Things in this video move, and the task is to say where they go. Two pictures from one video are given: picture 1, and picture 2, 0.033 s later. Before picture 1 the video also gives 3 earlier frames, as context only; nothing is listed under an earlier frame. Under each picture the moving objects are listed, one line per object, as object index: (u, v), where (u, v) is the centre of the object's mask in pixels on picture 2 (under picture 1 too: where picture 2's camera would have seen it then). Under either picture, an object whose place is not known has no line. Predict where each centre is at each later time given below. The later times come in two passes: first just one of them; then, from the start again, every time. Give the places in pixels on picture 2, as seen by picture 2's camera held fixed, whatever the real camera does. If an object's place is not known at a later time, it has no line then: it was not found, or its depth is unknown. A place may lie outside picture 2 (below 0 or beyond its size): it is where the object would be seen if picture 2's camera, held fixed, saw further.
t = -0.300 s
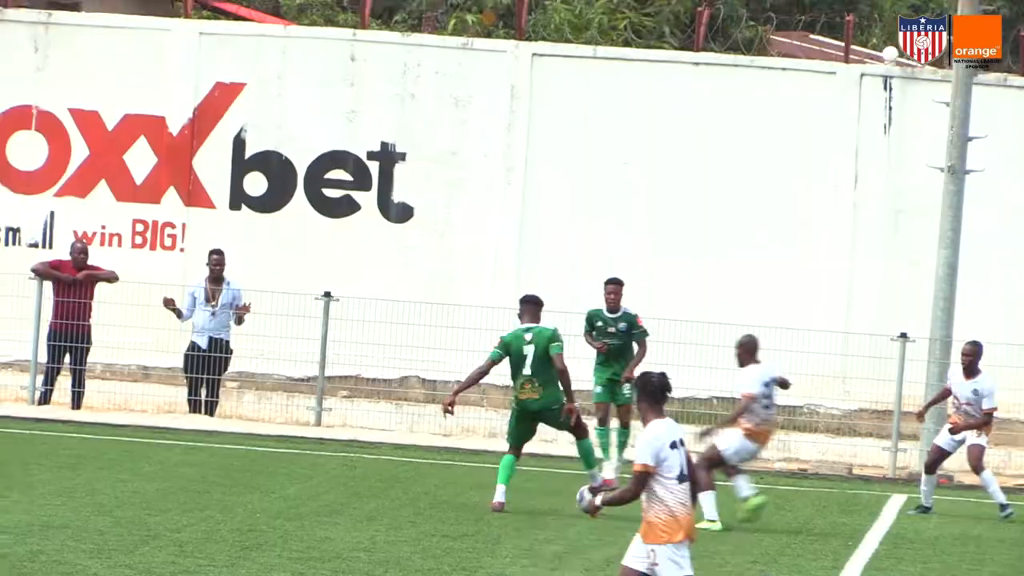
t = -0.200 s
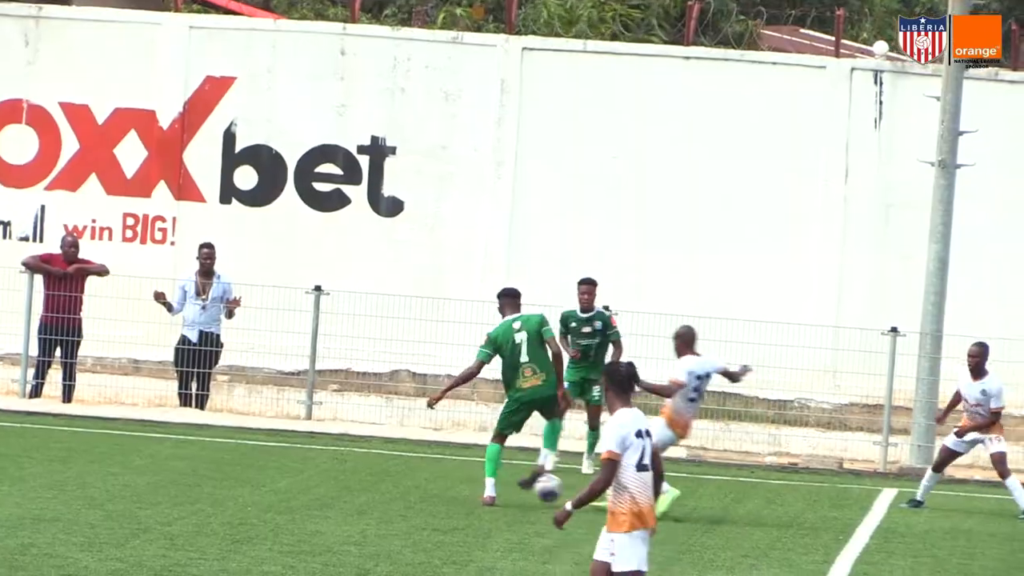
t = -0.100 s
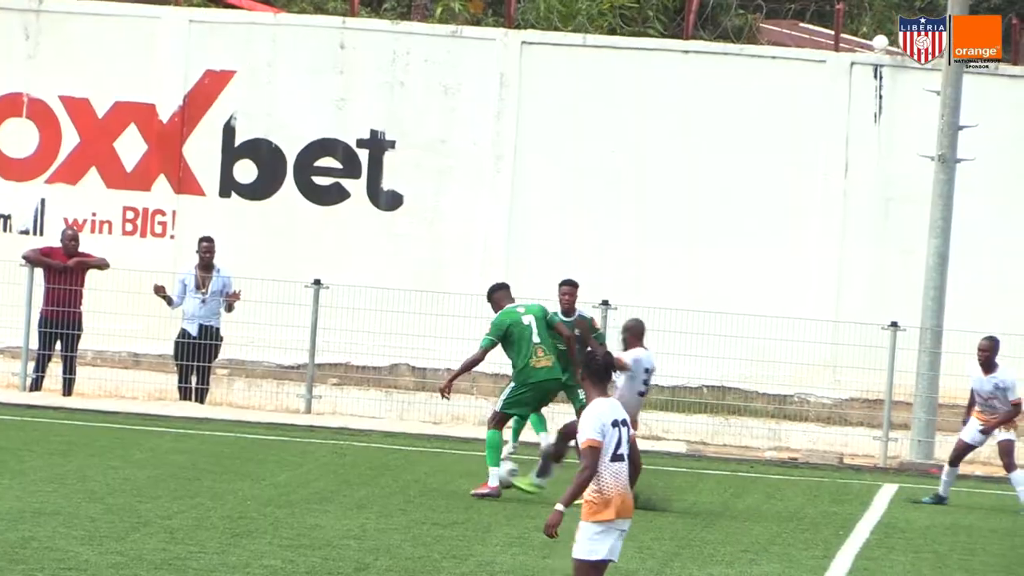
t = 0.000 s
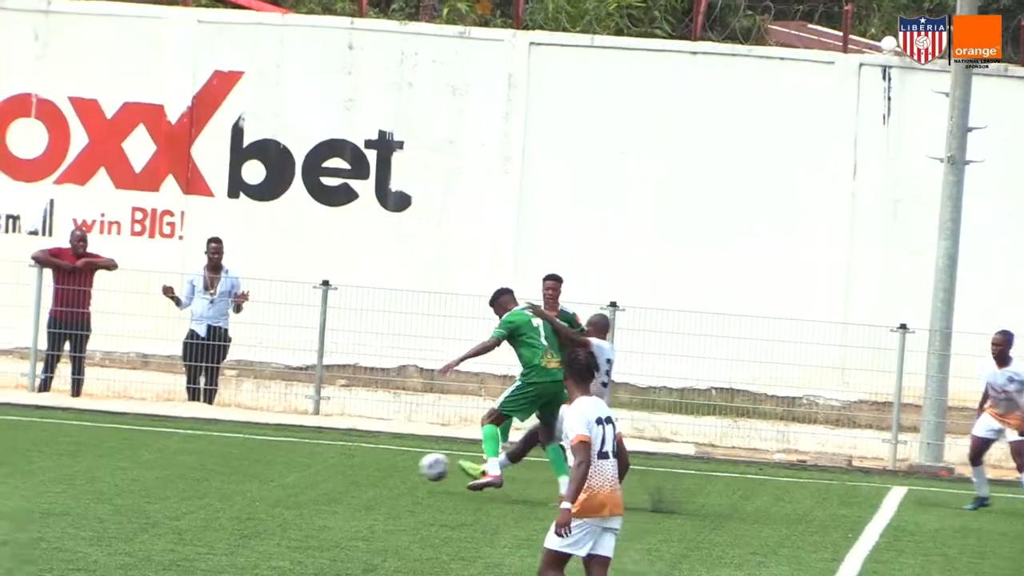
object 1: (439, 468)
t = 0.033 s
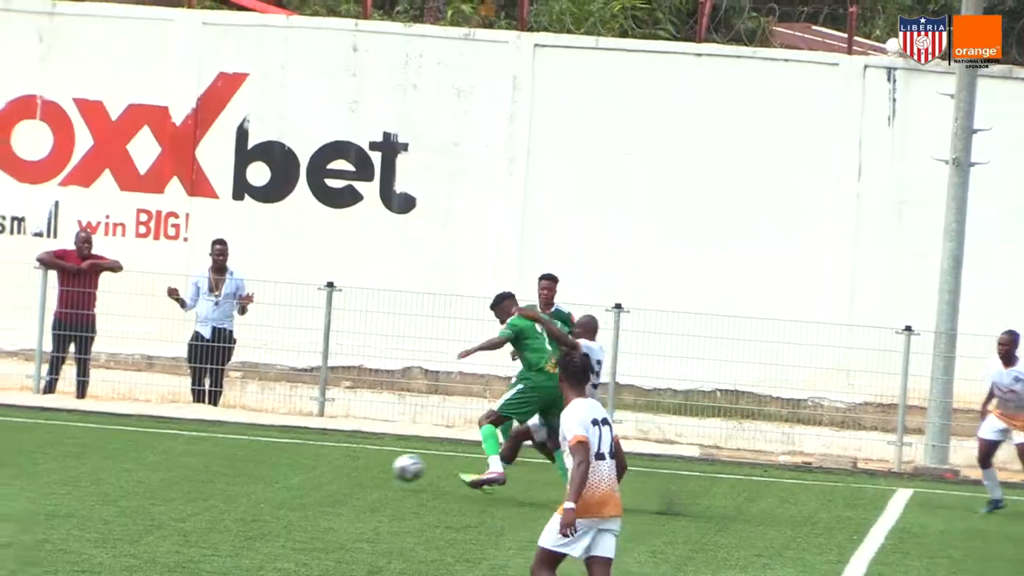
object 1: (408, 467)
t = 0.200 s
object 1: (272, 457)
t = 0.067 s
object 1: (378, 469)
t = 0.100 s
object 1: (349, 471)
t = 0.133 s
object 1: (320, 470)
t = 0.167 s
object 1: (296, 463)
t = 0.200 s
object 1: (272, 457)
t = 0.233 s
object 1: (248, 453)
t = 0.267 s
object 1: (225, 450)
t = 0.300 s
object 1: (202, 449)
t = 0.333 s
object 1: (178, 450)
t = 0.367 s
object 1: (155, 451)
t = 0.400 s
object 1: (134, 449)
